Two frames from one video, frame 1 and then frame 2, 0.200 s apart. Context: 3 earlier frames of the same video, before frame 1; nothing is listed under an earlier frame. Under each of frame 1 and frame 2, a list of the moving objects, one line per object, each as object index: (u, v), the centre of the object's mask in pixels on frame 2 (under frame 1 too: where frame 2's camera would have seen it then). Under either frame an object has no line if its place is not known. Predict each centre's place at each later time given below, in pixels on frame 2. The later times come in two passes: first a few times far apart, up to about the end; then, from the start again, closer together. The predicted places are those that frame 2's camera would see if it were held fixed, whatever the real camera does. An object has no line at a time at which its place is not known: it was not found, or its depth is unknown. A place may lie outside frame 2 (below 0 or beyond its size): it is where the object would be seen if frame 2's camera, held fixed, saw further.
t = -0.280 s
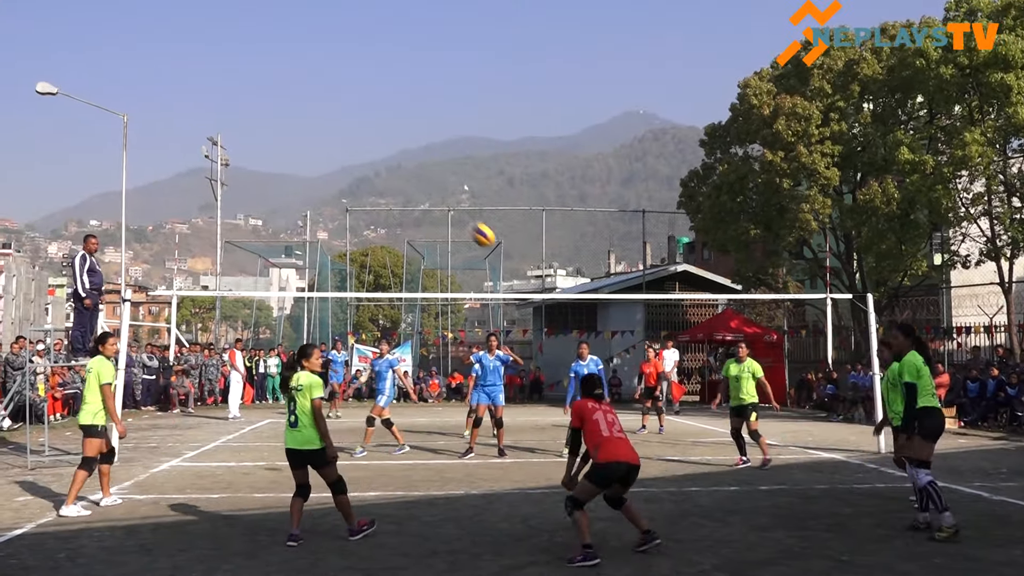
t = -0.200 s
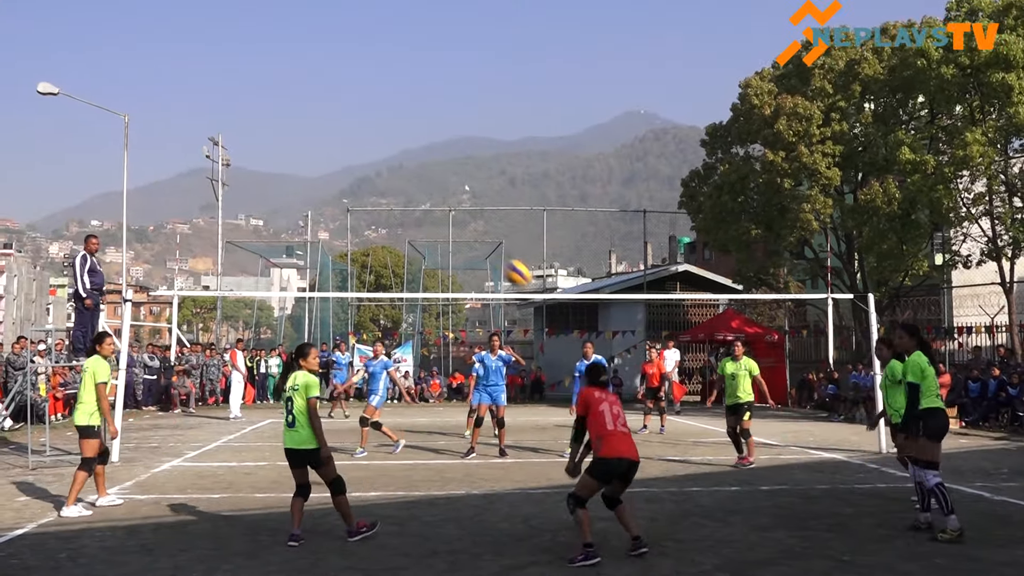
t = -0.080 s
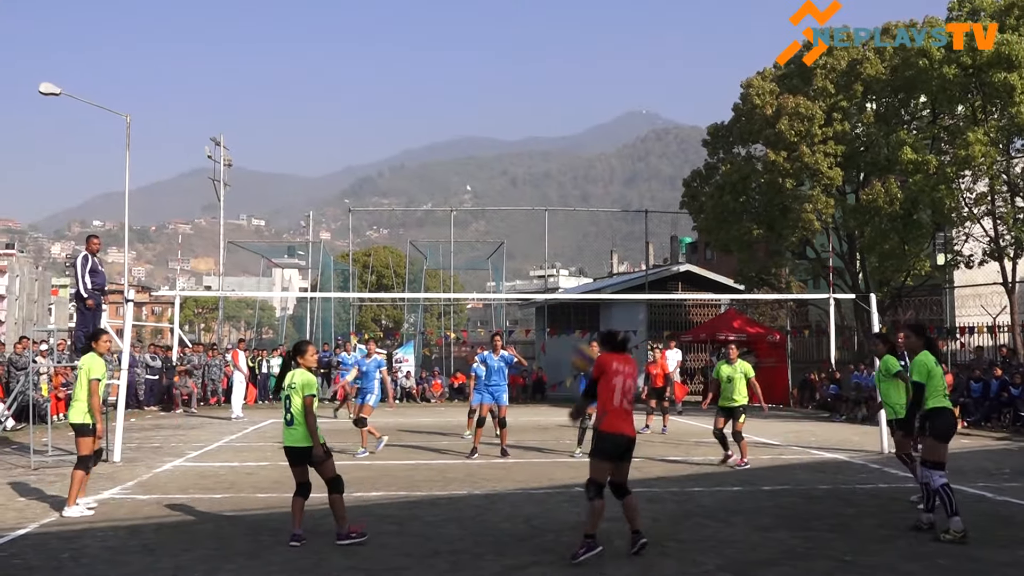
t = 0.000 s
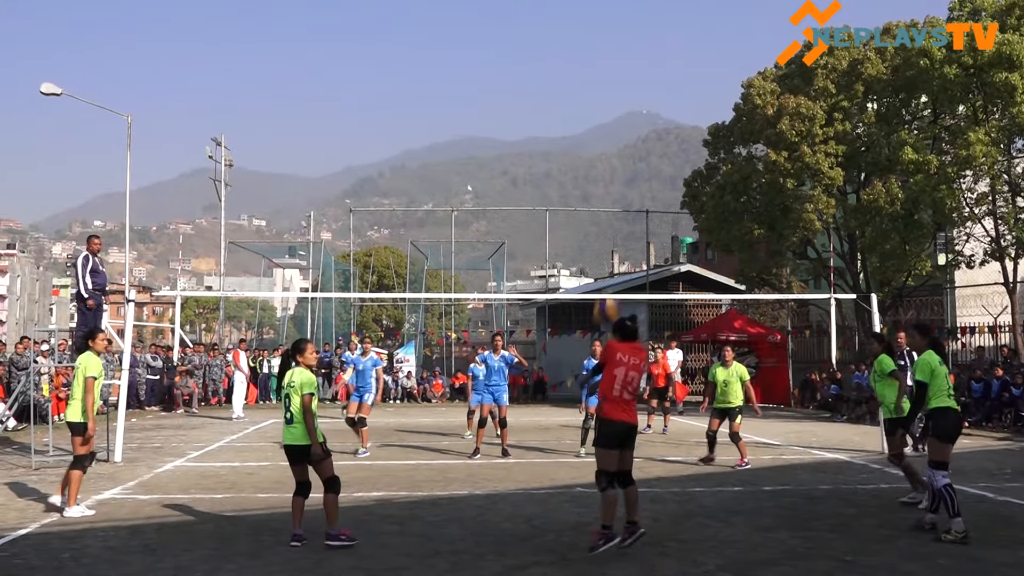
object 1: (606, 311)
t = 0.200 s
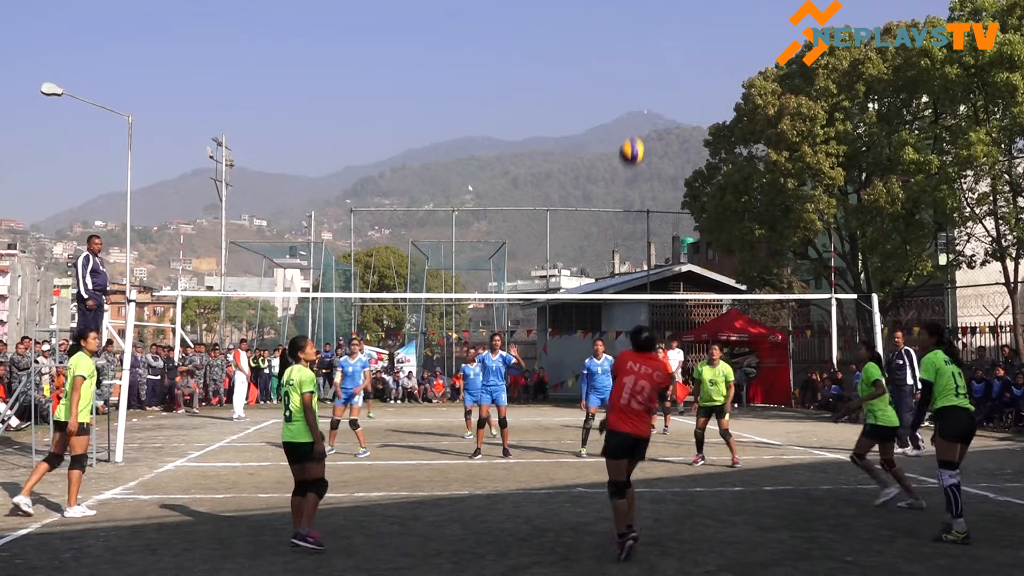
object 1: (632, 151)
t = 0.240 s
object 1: (636, 129)
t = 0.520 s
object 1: (660, 38)
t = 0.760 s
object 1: (679, 31)
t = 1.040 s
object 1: (699, 86)
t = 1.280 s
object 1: (716, 176)
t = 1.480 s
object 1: (727, 273)
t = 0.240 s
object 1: (636, 129)
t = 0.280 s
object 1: (640, 109)
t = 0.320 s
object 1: (644, 92)
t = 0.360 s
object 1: (647, 78)
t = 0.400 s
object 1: (651, 64)
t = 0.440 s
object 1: (654, 54)
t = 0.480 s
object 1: (657, 45)
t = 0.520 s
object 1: (660, 38)
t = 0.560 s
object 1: (664, 33)
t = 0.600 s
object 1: (667, 29)
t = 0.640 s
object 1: (670, 27)
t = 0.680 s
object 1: (673, 27)
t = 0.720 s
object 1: (676, 28)
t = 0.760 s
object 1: (679, 31)
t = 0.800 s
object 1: (682, 36)
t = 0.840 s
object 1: (685, 41)
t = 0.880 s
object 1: (688, 47)
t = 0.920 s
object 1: (691, 56)
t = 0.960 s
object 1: (694, 65)
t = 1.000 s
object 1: (696, 75)
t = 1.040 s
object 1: (699, 86)
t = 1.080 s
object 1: (703, 98)
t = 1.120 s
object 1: (705, 112)
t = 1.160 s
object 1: (708, 127)
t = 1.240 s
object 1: (714, 159)
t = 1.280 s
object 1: (716, 176)
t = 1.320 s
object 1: (718, 193)
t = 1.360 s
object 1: (720, 212)
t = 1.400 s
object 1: (722, 233)
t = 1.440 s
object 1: (725, 253)
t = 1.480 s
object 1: (727, 273)
